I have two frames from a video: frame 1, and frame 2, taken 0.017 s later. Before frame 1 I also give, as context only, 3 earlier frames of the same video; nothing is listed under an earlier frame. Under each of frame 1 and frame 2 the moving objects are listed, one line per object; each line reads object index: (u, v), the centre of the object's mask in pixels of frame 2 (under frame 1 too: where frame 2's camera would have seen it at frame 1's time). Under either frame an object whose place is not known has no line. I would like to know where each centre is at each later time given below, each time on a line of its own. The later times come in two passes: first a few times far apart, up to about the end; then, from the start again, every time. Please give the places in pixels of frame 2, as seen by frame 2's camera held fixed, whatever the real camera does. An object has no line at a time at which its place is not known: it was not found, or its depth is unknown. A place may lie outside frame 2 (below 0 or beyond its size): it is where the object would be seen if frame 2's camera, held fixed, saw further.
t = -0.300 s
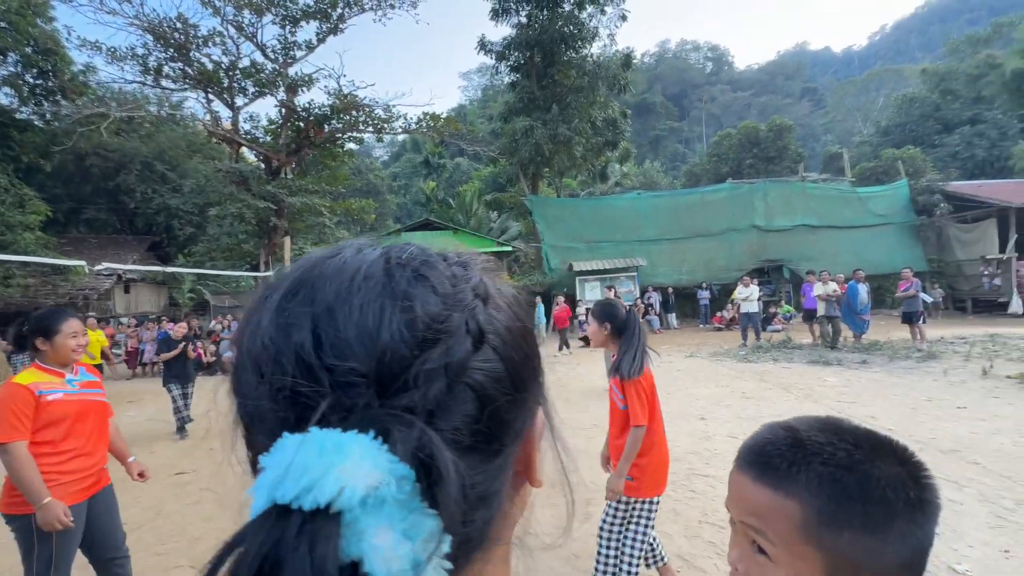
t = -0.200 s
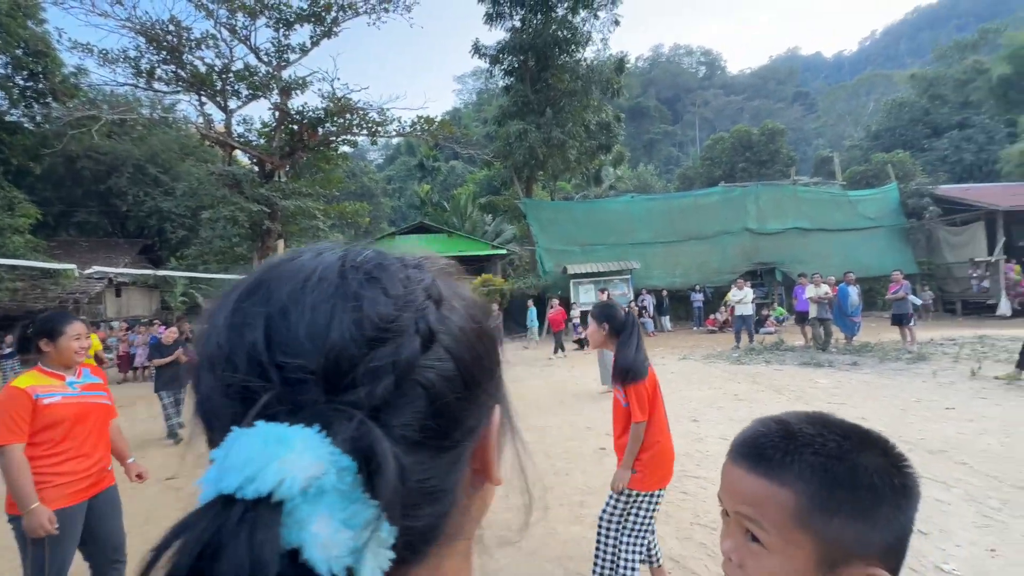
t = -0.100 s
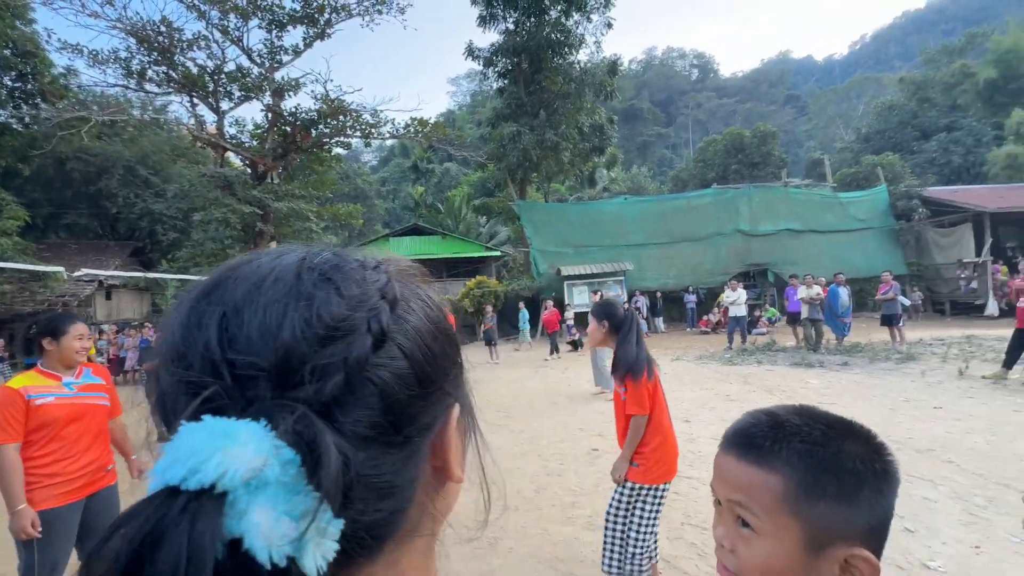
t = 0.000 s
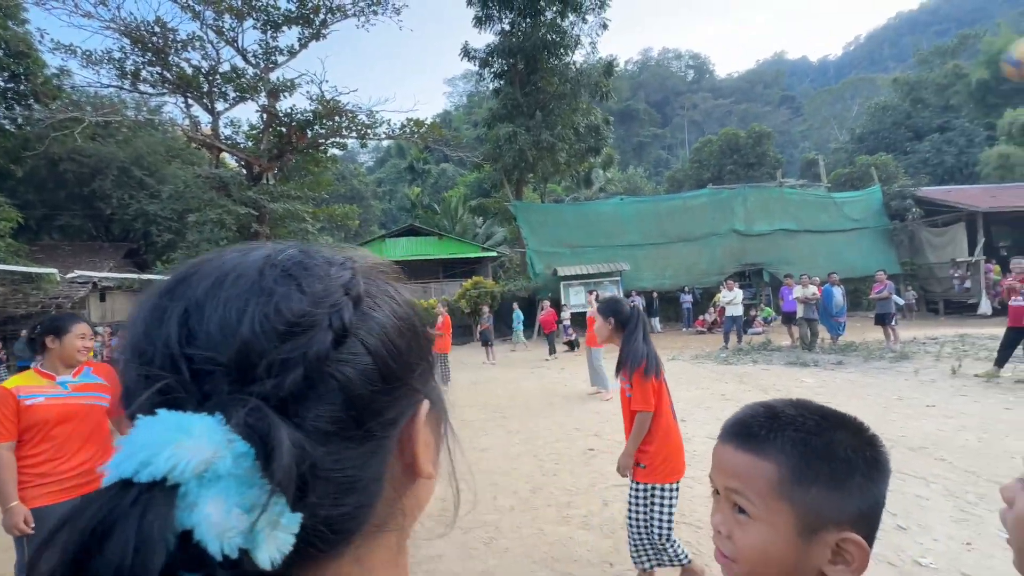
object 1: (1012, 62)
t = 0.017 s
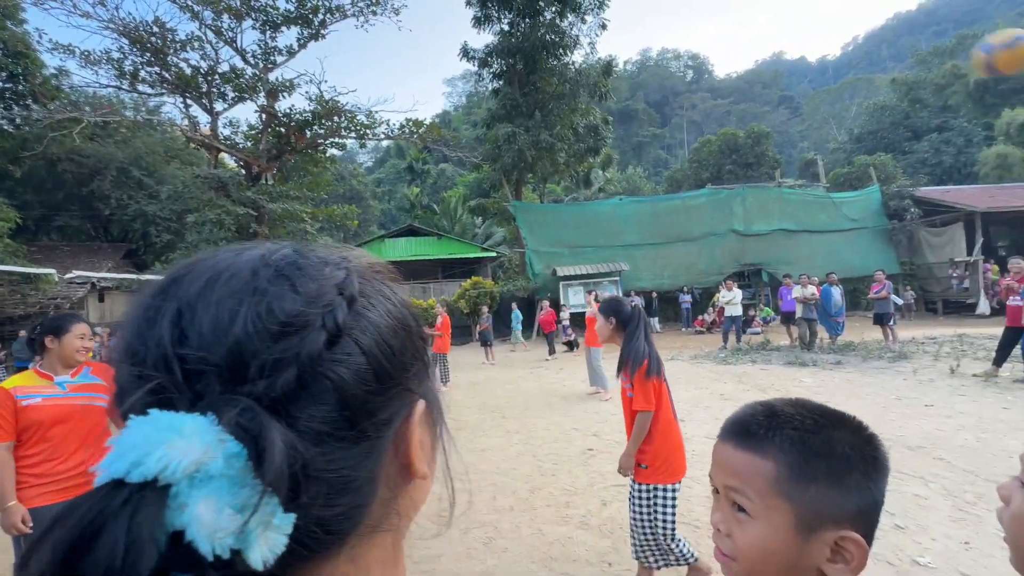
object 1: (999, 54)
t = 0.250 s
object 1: (639, 38)
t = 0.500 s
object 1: (334, 123)
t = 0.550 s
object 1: (282, 150)
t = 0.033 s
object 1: (977, 48)
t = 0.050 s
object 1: (948, 43)
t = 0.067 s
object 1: (921, 40)
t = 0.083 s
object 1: (895, 38)
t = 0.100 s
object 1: (867, 37)
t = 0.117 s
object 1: (838, 34)
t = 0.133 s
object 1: (812, 32)
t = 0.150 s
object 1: (786, 32)
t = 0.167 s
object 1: (760, 32)
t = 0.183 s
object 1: (735, 32)
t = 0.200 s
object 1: (711, 33)
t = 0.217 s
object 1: (686, 35)
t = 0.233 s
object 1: (663, 36)
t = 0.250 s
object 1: (639, 38)
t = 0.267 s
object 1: (617, 41)
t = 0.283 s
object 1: (595, 43)
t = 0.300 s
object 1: (571, 48)
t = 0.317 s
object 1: (550, 52)
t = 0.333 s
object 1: (530, 56)
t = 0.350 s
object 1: (510, 60)
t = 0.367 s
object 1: (490, 65)
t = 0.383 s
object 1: (469, 70)
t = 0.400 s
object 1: (448, 78)
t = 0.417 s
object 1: (427, 85)
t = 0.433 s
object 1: (408, 92)
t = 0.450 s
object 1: (389, 99)
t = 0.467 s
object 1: (371, 106)
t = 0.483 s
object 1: (351, 115)
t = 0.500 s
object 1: (334, 123)
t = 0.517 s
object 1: (316, 132)
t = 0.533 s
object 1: (299, 140)
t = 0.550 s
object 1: (282, 150)
